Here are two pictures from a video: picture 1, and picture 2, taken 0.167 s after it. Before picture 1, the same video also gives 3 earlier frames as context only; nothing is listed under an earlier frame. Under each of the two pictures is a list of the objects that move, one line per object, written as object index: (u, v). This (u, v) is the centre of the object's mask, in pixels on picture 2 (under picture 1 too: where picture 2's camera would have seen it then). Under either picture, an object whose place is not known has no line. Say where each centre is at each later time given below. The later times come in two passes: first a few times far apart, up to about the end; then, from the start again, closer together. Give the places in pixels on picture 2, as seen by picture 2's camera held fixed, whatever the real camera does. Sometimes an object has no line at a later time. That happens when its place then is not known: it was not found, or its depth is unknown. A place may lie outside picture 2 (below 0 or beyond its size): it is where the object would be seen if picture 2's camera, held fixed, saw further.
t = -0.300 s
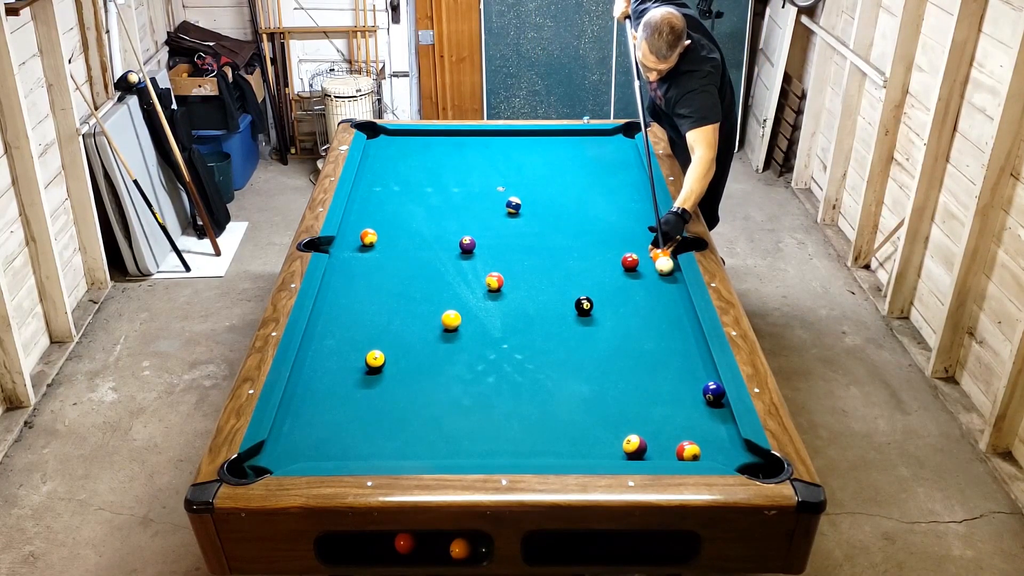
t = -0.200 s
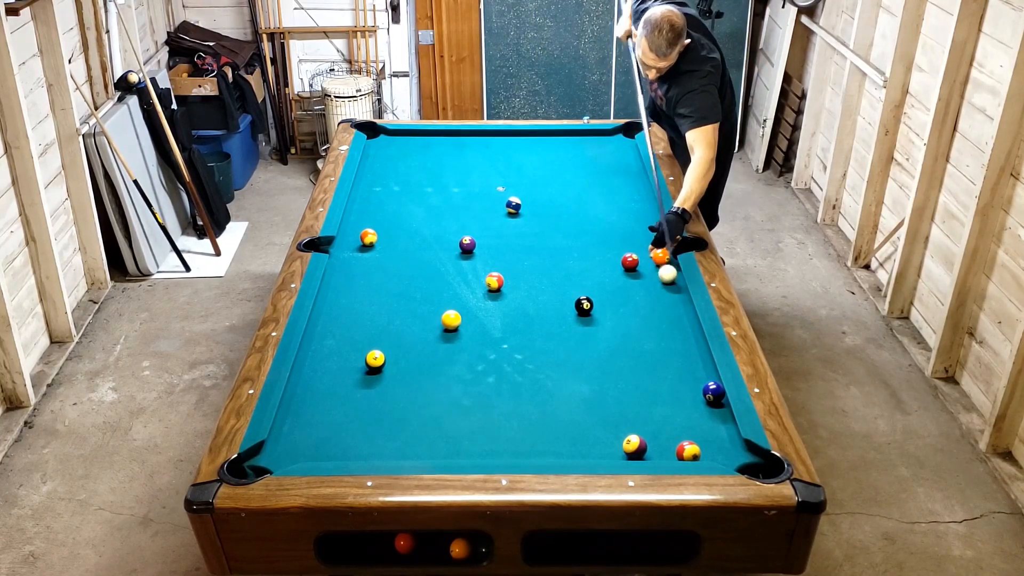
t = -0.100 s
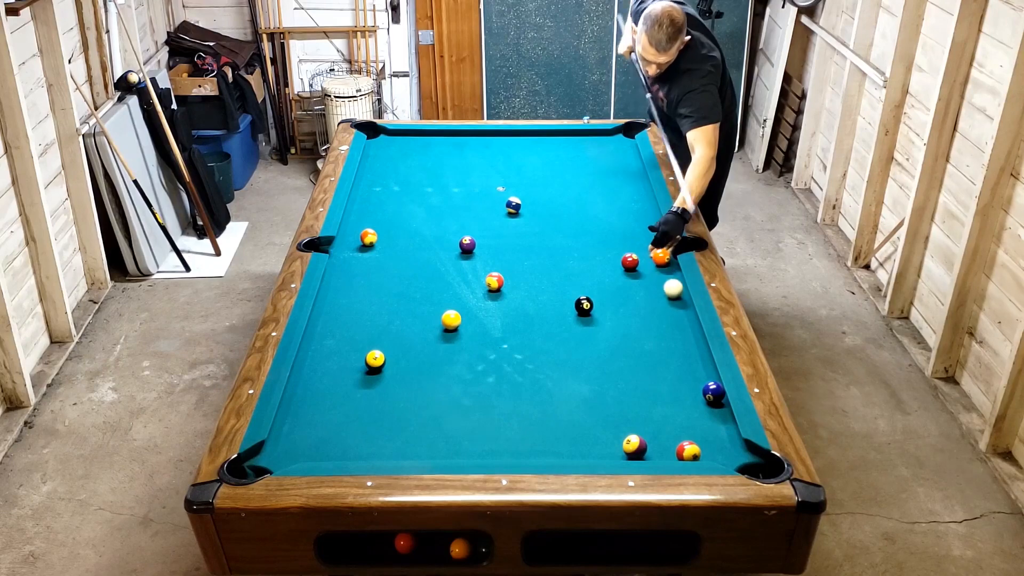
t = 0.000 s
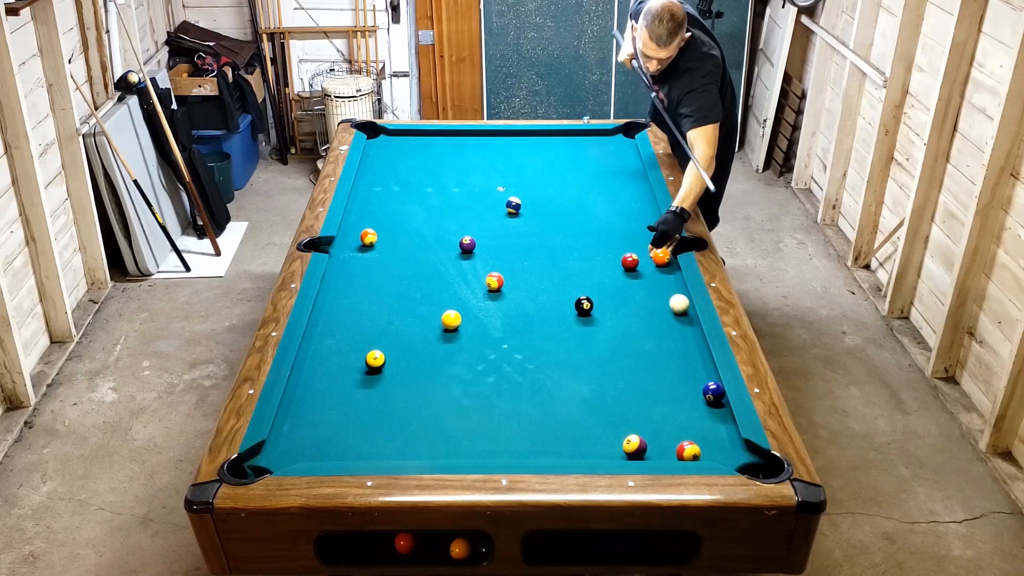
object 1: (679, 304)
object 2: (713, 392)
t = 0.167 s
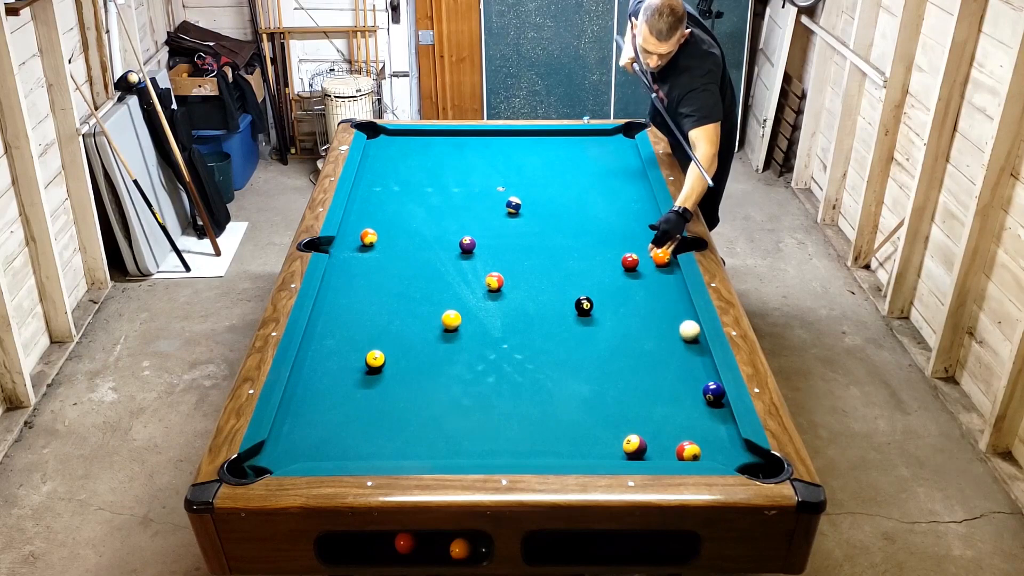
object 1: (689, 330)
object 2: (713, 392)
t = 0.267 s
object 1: (696, 348)
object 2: (713, 393)
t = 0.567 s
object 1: (709, 383)
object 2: (720, 411)
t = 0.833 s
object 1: (713, 393)
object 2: (730, 446)
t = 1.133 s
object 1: (717, 404)
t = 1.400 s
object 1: (720, 411)
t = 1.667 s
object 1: (722, 417)
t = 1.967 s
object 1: (723, 422)
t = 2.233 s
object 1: (724, 424)
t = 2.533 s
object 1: (724, 424)
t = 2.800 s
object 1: (724, 424)
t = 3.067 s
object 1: (724, 424)
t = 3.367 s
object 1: (724, 424)
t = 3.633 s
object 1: (724, 424)
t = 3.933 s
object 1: (724, 424)
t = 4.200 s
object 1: (724, 424)
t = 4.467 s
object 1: (724, 424)
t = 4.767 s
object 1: (724, 423)
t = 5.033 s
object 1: (724, 423)
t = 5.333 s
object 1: (724, 424)
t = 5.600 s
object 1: (724, 424)
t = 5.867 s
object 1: (724, 424)
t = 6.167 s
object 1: (724, 424)
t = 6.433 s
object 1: (724, 424)
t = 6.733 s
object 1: (724, 423)
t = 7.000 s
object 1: (724, 424)
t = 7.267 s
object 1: (724, 424)
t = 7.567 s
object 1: (724, 424)
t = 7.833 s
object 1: (724, 424)
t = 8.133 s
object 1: (724, 424)
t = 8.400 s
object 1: (724, 424)
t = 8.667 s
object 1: (724, 424)
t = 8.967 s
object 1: (724, 424)
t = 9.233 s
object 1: (724, 424)
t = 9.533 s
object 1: (724, 424)
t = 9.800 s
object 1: (724, 424)
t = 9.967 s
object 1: (724, 424)
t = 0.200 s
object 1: (691, 336)
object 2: (713, 393)
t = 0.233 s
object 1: (693, 342)
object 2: (713, 392)
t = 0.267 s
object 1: (696, 348)
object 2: (713, 393)
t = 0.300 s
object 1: (698, 353)
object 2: (713, 392)
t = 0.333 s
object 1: (700, 359)
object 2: (713, 393)
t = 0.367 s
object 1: (703, 365)
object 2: (713, 392)
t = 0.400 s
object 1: (705, 371)
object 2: (713, 392)
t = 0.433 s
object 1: (707, 375)
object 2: (714, 392)
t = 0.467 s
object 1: (707, 378)
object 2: (715, 397)
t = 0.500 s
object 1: (708, 380)
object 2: (718, 403)
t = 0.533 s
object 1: (708, 381)
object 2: (719, 407)
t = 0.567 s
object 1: (709, 383)
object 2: (720, 411)
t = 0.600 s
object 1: (709, 384)
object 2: (722, 416)
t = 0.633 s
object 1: (710, 385)
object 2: (723, 420)
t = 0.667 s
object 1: (710, 387)
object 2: (724, 424)
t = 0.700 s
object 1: (711, 388)
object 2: (725, 429)
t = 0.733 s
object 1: (712, 389)
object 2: (726, 432)
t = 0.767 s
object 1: (712, 391)
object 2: (728, 437)
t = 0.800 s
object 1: (713, 392)
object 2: (729, 441)
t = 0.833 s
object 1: (713, 393)
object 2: (730, 446)
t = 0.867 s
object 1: (714, 395)
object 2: (731, 450)
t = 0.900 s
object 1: (714, 396)
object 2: (733, 454)
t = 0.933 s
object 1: (715, 397)
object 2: (734, 457)
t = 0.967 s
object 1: (715, 398)
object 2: (735, 461)
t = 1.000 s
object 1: (716, 399)
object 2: (738, 465)
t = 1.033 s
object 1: (716, 401)
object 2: (742, 466)
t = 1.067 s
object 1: (717, 402)
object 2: (747, 470)
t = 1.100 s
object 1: (717, 403)
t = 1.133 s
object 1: (717, 404)
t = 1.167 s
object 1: (717, 405)
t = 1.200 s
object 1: (718, 406)
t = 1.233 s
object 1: (718, 407)
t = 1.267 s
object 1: (718, 407)
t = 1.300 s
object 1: (719, 408)
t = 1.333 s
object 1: (719, 410)
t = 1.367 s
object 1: (719, 410)
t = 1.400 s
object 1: (720, 411)
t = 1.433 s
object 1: (720, 412)
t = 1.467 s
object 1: (720, 413)
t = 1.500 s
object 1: (720, 413)
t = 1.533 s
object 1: (721, 414)
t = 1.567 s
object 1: (721, 415)
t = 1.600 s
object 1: (721, 416)
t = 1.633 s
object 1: (722, 416)
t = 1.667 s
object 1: (722, 417)
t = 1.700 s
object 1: (722, 418)
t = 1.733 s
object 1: (722, 418)
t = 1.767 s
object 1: (723, 419)
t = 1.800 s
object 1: (723, 419)
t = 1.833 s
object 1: (723, 420)
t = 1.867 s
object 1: (723, 420)
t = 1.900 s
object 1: (723, 421)
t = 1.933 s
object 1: (723, 421)
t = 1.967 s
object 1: (723, 422)
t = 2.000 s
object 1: (723, 422)
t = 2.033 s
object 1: (723, 422)
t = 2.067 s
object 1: (723, 423)
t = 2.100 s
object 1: (723, 423)
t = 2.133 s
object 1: (723, 423)
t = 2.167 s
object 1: (723, 424)
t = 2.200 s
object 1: (723, 424)
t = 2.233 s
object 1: (724, 424)
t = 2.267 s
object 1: (724, 424)
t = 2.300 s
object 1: (724, 424)
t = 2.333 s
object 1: (724, 424)
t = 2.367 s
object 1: (724, 424)
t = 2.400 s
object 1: (724, 424)
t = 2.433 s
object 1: (724, 424)
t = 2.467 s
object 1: (724, 424)
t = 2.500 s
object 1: (724, 424)
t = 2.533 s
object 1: (724, 424)
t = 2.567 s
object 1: (724, 424)
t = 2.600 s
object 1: (724, 424)
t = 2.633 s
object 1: (724, 423)
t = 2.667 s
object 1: (724, 424)
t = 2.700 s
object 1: (724, 424)
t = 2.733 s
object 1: (724, 424)
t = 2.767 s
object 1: (724, 424)
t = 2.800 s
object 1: (724, 424)
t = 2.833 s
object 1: (724, 424)
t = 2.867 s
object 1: (724, 424)
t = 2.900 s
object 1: (724, 424)
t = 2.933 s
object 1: (724, 424)
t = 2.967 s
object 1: (724, 424)
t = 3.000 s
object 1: (724, 424)
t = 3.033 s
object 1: (724, 424)
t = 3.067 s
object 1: (724, 424)
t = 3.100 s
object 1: (724, 424)
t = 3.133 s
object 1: (724, 424)
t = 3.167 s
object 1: (724, 424)
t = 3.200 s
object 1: (724, 424)
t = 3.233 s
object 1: (724, 424)
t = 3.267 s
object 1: (724, 424)
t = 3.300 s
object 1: (724, 424)
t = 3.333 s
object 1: (724, 424)
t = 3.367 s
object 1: (724, 424)
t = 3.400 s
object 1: (724, 424)
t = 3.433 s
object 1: (724, 424)
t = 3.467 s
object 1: (724, 424)
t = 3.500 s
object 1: (724, 424)
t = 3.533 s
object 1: (724, 424)
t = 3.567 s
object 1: (724, 424)
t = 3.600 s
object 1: (724, 424)
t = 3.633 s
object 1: (724, 424)
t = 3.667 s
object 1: (724, 424)
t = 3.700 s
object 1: (724, 424)
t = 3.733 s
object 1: (724, 424)
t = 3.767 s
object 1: (724, 424)
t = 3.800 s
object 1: (724, 424)
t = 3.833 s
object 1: (724, 424)
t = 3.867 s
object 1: (724, 424)
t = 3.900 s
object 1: (724, 424)
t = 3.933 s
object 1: (724, 424)
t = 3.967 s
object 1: (724, 424)
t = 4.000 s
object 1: (724, 424)
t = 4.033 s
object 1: (724, 424)
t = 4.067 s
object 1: (724, 424)
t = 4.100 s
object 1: (724, 424)
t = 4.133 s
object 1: (724, 424)
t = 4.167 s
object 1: (724, 424)
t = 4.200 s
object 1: (724, 424)
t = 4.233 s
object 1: (724, 424)
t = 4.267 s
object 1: (724, 424)
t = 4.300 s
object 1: (724, 424)
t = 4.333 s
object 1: (724, 424)
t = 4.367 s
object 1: (724, 424)
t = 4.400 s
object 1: (724, 424)
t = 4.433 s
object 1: (724, 424)
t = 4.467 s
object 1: (724, 424)
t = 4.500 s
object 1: (724, 424)
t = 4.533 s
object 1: (724, 424)
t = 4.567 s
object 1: (724, 424)
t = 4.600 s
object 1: (724, 424)
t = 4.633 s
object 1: (724, 424)
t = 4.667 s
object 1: (724, 424)
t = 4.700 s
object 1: (724, 423)
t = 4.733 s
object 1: (724, 424)
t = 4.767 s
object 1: (724, 423)
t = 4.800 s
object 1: (724, 423)
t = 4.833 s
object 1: (724, 424)
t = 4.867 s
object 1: (724, 423)
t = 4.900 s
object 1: (724, 424)
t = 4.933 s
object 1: (724, 424)
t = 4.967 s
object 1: (724, 423)
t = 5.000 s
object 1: (724, 424)
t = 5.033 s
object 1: (724, 423)
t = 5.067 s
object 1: (724, 424)
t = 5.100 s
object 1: (724, 423)
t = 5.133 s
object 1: (724, 424)
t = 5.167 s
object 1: (724, 423)
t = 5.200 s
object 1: (724, 423)
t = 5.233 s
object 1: (724, 424)
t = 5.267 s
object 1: (724, 424)
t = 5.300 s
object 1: (724, 424)
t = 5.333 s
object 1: (724, 424)
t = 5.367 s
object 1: (724, 424)
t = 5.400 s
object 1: (724, 424)
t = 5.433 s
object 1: (724, 424)
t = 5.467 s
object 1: (724, 424)
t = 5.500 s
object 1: (724, 424)
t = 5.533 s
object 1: (724, 424)
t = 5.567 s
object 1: (724, 424)
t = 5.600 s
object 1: (724, 424)
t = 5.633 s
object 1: (724, 424)
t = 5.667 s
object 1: (724, 424)
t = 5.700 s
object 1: (724, 424)
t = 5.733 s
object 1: (724, 424)
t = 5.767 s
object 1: (724, 424)
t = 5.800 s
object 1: (724, 424)
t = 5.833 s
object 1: (724, 424)
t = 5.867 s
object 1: (724, 424)
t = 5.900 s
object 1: (724, 424)
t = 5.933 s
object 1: (724, 424)
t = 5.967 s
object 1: (724, 424)
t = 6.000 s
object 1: (724, 424)
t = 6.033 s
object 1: (724, 424)
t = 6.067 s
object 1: (724, 424)
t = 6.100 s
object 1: (724, 424)
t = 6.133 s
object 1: (724, 424)
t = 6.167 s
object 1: (724, 424)
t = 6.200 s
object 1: (724, 424)
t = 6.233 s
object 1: (724, 424)
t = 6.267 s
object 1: (724, 424)
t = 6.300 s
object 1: (724, 424)
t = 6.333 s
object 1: (724, 424)
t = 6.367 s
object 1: (724, 424)
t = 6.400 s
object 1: (724, 424)
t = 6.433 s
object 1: (724, 424)
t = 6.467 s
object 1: (724, 424)
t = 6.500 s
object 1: (724, 424)
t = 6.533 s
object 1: (724, 424)
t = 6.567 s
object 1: (724, 424)
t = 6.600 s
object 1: (724, 424)
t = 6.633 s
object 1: (724, 424)
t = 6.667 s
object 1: (724, 424)
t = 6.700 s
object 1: (724, 424)
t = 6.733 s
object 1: (724, 423)
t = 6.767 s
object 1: (724, 424)
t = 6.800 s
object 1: (724, 424)
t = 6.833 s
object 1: (724, 423)
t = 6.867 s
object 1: (724, 423)
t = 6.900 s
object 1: (724, 423)
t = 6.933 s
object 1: (724, 423)
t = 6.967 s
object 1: (724, 424)
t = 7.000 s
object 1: (724, 424)
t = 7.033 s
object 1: (724, 424)
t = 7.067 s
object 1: (724, 424)
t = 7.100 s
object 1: (724, 424)
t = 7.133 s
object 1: (724, 424)
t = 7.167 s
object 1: (724, 424)
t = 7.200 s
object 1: (724, 424)
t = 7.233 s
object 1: (724, 424)
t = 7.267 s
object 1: (724, 424)
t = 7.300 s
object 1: (724, 424)
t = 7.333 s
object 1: (724, 424)
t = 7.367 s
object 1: (724, 424)
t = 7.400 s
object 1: (724, 424)
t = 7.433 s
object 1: (724, 424)
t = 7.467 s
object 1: (724, 424)
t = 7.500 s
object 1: (724, 424)
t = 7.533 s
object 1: (724, 424)
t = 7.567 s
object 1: (724, 424)
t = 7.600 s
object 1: (724, 424)
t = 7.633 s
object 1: (724, 424)
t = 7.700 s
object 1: (724, 424)
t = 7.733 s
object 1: (724, 424)
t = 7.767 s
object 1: (724, 424)
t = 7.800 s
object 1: (724, 424)
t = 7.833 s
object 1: (724, 424)
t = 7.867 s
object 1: (724, 424)
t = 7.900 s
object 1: (724, 424)
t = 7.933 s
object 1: (724, 424)
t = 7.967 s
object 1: (724, 424)
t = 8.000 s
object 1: (724, 424)
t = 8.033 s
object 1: (724, 424)
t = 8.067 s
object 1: (724, 424)
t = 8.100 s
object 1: (724, 424)
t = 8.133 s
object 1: (724, 424)
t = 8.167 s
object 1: (724, 424)
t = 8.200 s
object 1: (724, 424)
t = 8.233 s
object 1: (724, 424)
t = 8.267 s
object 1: (724, 424)
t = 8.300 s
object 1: (724, 424)
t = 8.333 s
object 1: (724, 424)
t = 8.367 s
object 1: (724, 424)
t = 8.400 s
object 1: (724, 424)
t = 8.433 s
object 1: (724, 424)
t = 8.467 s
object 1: (724, 424)
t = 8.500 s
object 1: (724, 424)
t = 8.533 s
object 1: (724, 424)
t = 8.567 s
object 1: (724, 424)
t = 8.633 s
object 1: (724, 424)
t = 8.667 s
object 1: (724, 424)
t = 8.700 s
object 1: (724, 424)
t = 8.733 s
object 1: (724, 424)
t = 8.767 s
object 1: (724, 424)
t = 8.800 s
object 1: (724, 424)
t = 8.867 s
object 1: (724, 424)
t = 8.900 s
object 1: (724, 424)
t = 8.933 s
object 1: (724, 424)
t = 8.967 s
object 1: (724, 424)
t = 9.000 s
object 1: (724, 424)
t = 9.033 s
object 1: (724, 424)
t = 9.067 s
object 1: (724, 424)
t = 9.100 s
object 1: (724, 424)
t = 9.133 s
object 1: (724, 424)
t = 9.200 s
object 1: (724, 424)
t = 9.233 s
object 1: (724, 424)
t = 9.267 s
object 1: (724, 424)
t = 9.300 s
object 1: (724, 424)
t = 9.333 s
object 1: (724, 424)
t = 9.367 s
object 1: (724, 424)
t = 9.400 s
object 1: (724, 424)
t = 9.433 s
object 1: (724, 424)
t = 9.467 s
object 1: (724, 424)
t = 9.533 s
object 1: (724, 424)
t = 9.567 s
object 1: (724, 424)
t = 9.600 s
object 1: (724, 424)
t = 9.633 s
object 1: (724, 424)
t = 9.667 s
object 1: (724, 424)
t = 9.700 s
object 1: (724, 424)
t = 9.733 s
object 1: (724, 424)
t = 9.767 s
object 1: (724, 424)
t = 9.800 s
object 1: (724, 424)
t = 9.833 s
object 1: (724, 424)
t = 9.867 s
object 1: (724, 424)
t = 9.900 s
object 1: (724, 424)
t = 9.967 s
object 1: (724, 424)
